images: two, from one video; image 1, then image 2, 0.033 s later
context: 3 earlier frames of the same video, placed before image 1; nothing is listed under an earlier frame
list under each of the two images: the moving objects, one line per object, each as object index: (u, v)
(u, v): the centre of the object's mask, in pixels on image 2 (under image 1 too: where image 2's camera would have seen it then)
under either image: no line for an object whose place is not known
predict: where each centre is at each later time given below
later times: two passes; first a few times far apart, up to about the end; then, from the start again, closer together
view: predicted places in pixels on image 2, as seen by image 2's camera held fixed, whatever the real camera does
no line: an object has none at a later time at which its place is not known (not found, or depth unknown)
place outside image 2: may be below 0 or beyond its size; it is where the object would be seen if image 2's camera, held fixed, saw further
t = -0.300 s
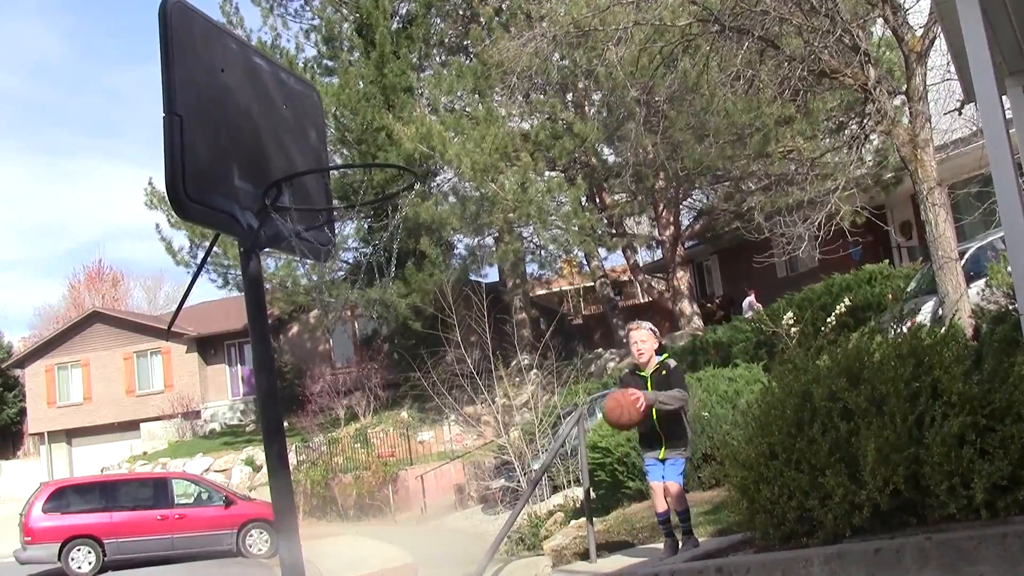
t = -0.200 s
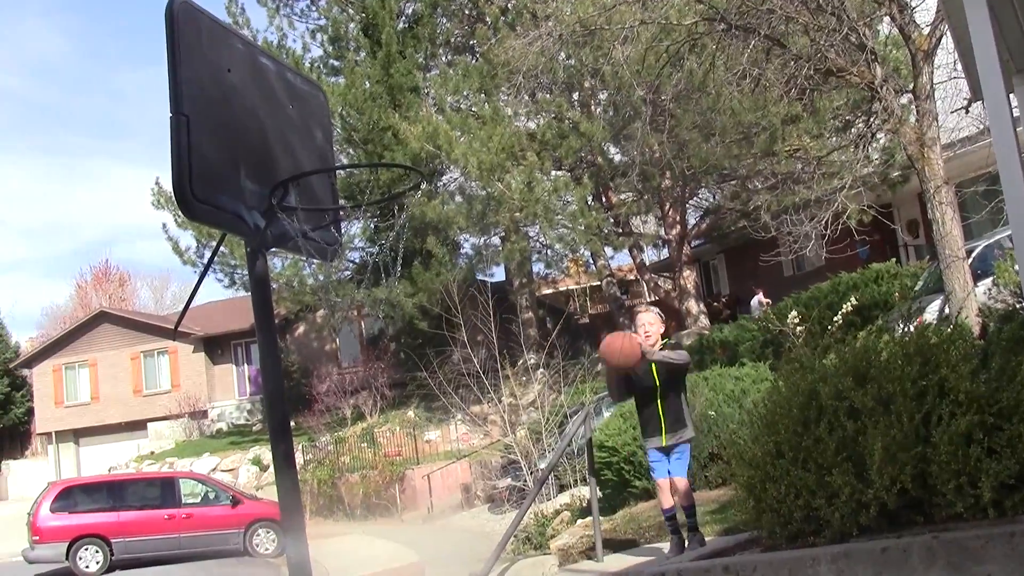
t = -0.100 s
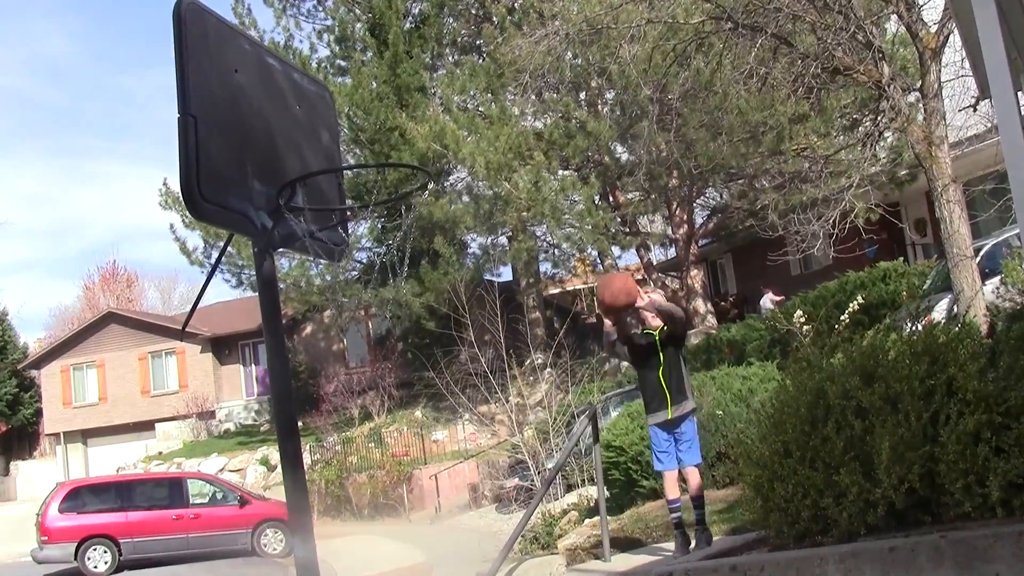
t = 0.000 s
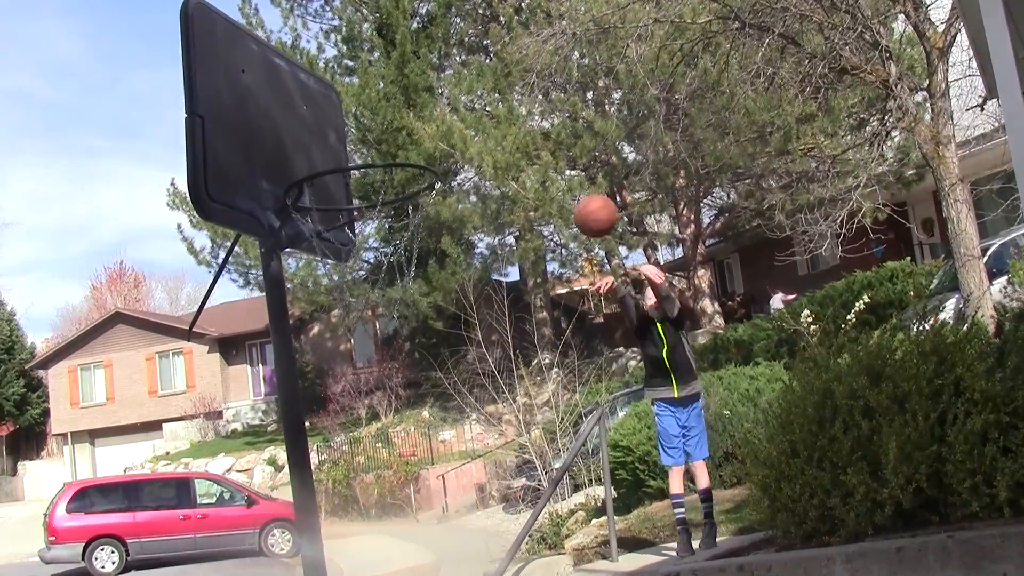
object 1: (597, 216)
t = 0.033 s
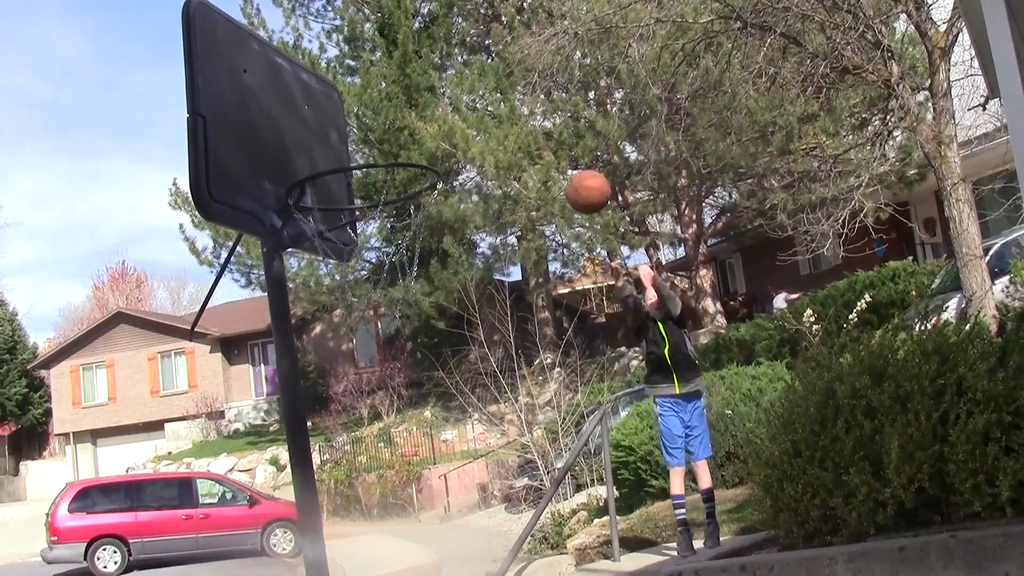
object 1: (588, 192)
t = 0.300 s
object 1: (511, 54)
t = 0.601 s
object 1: (417, 46)
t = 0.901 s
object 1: (370, 271)
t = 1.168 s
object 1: (466, 565)
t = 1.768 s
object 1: (537, 544)
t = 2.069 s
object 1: (549, 505)
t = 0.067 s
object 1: (578, 169)
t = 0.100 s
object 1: (569, 148)
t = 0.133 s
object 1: (560, 128)
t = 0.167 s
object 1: (550, 110)
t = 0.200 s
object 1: (540, 94)
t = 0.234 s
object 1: (530, 79)
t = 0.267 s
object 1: (520, 65)
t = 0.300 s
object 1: (511, 54)
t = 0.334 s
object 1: (501, 44)
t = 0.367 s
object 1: (491, 37)
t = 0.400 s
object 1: (481, 30)
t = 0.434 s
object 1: (471, 27)
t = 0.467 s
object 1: (461, 26)
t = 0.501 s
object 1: (451, 26)
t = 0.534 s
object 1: (439, 29)
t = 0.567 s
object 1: (428, 36)
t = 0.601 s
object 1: (417, 46)
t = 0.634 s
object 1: (406, 60)
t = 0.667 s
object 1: (393, 78)
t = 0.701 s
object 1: (380, 100)
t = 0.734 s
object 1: (366, 126)
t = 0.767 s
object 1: (352, 159)
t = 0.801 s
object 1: (340, 196)
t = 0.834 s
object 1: (347, 229)
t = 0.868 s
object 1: (361, 252)
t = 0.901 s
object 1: (370, 271)
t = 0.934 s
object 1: (380, 293)
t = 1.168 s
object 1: (466, 565)
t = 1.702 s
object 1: (539, 573)
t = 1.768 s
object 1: (537, 544)
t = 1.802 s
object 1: (537, 526)
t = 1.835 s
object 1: (537, 511)
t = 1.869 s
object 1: (537, 500)
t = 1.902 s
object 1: (538, 493)
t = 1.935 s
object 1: (540, 489)
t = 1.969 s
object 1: (542, 488)
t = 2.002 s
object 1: (544, 490)
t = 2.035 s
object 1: (546, 496)
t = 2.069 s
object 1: (549, 505)
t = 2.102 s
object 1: (553, 517)
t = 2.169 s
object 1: (560, 550)
